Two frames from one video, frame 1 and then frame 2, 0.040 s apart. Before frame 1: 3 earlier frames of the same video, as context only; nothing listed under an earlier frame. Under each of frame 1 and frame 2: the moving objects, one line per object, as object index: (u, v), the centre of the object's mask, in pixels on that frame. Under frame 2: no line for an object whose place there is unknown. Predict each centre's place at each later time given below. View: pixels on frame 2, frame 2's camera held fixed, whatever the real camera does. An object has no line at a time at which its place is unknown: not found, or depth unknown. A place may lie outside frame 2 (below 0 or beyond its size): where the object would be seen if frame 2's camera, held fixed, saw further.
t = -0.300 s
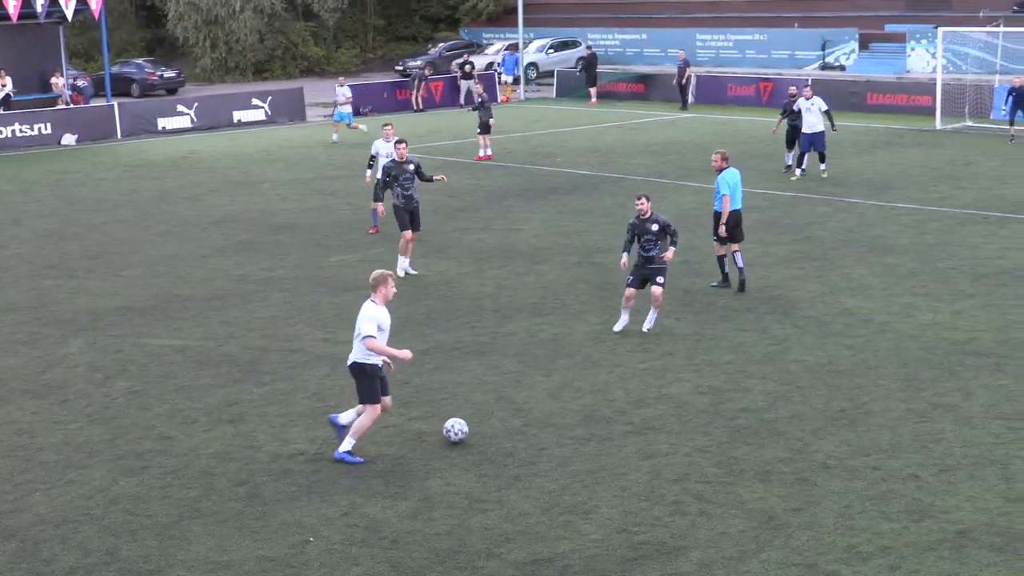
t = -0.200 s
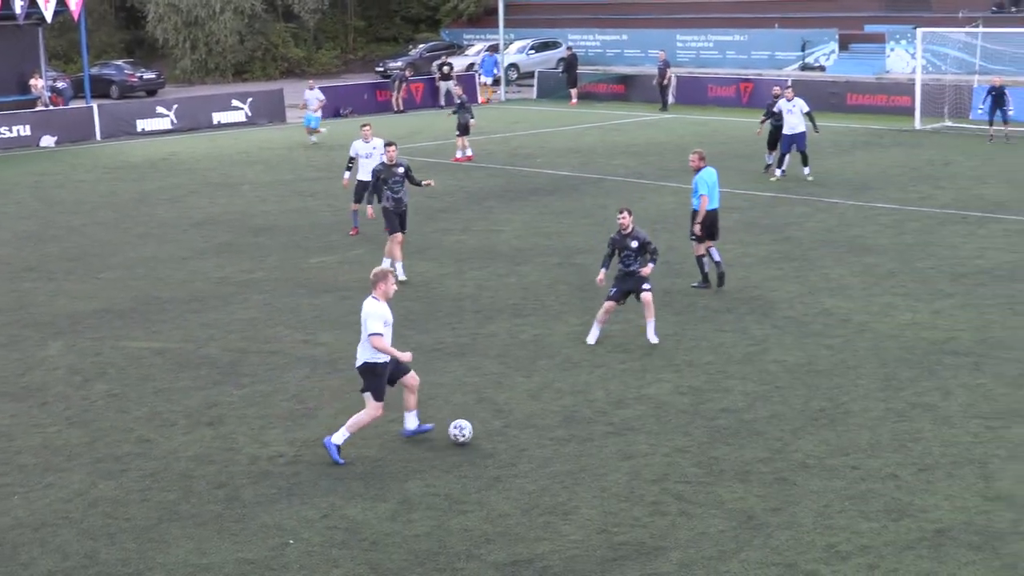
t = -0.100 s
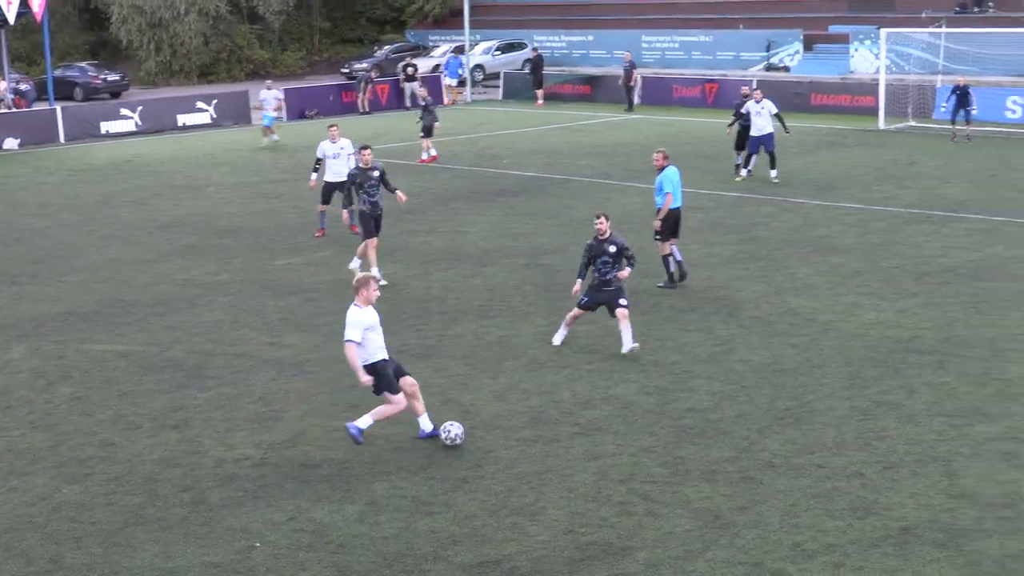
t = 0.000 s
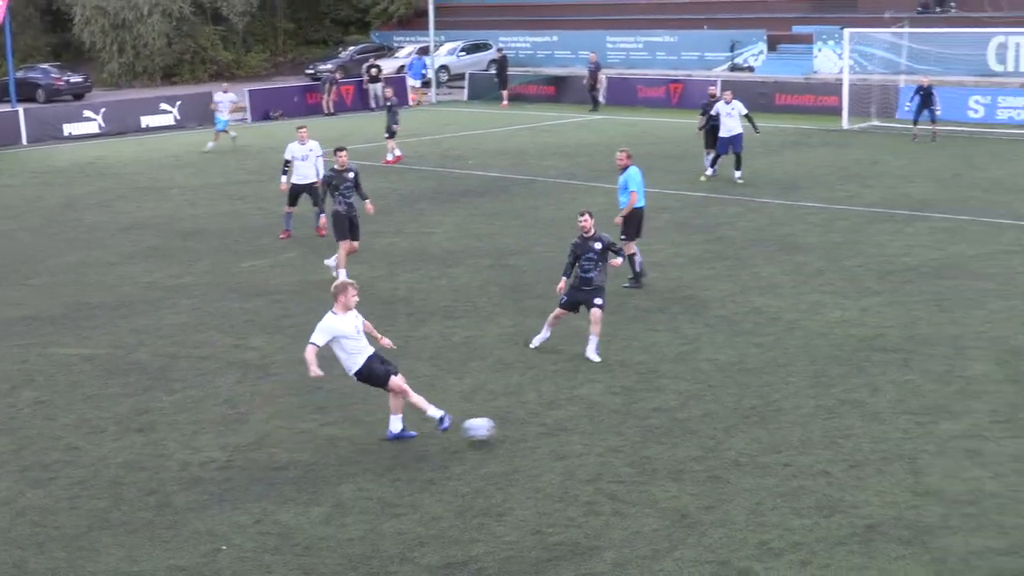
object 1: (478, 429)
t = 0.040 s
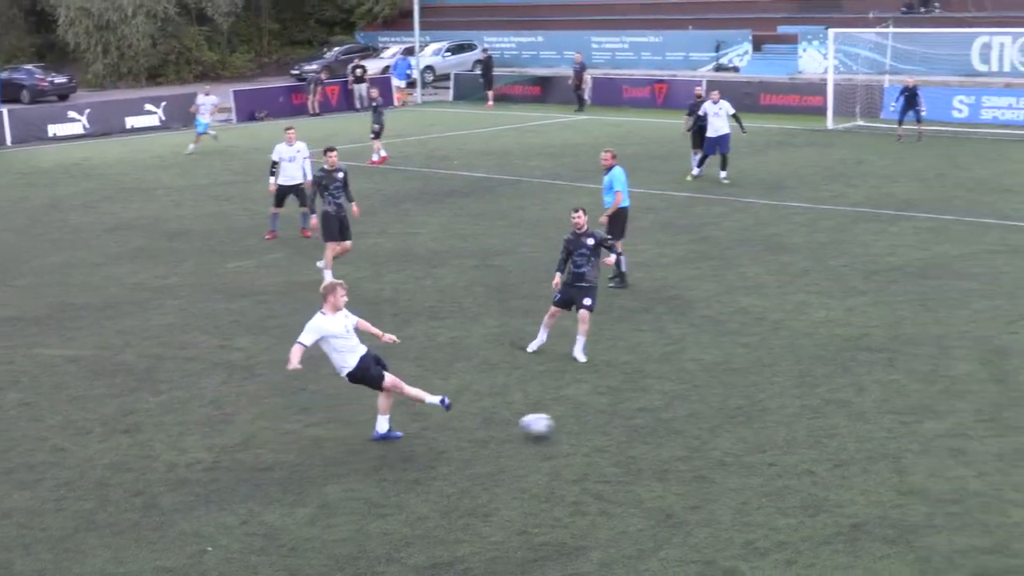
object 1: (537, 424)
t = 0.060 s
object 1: (572, 423)
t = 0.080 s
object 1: (605, 420)
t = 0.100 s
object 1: (637, 416)
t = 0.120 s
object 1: (668, 412)
